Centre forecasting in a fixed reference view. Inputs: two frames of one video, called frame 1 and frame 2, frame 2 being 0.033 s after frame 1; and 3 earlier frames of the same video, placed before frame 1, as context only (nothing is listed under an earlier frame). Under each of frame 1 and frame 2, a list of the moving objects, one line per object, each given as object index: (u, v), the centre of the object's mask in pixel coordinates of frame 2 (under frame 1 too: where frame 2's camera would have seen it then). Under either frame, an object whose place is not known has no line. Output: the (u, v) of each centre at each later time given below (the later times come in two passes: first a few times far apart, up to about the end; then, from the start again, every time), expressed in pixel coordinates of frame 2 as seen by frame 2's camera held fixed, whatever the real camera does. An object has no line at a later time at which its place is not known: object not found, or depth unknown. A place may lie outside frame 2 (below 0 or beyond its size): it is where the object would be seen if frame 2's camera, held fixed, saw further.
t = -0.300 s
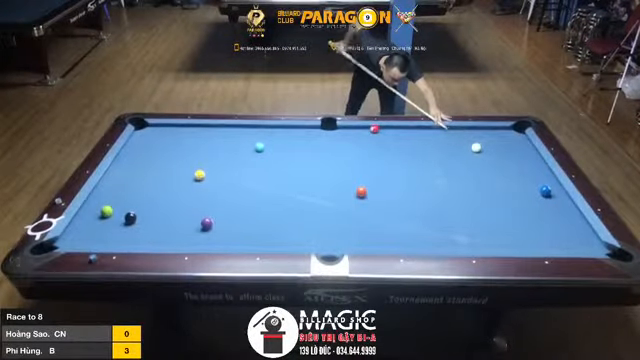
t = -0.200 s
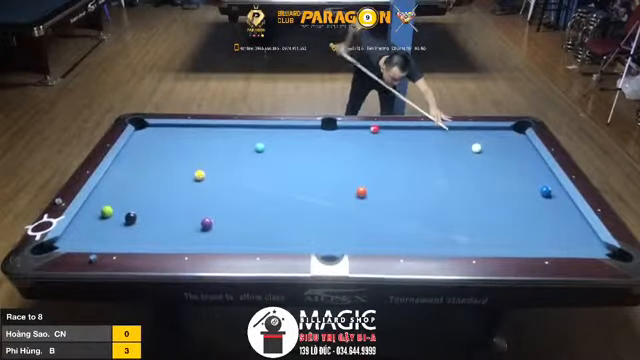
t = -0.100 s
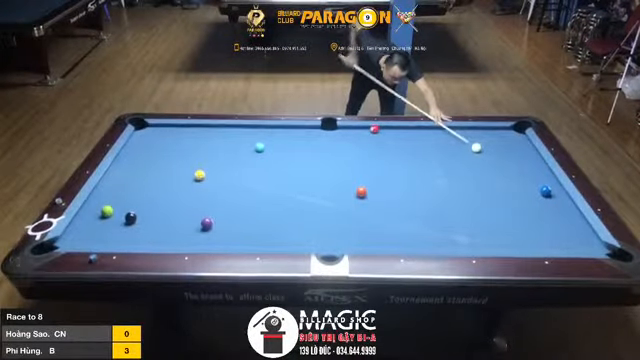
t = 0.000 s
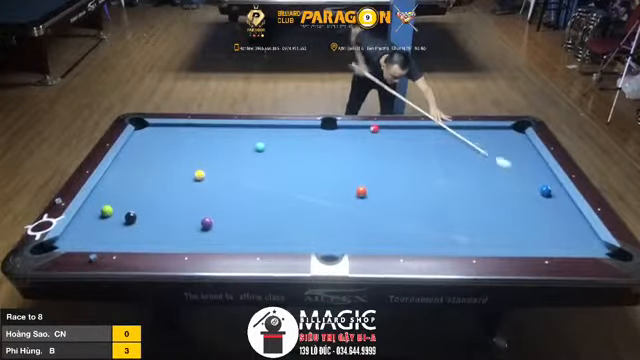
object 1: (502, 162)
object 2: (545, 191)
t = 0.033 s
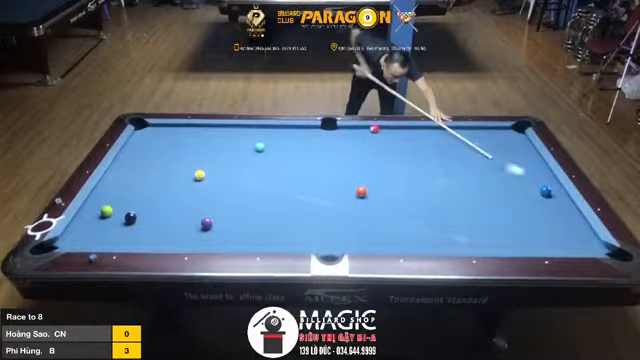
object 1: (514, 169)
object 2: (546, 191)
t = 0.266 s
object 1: (546, 182)
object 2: (586, 239)
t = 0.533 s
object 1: (520, 176)
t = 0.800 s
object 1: (496, 170)
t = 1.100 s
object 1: (471, 164)
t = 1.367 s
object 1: (452, 159)
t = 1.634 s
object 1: (433, 154)
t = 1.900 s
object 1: (415, 150)
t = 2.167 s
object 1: (400, 147)
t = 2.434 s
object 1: (385, 143)
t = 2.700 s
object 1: (372, 140)
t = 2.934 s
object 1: (360, 136)
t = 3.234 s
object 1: (349, 134)
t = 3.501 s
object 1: (339, 132)
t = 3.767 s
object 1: (329, 130)
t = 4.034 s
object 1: (321, 128)
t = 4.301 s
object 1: (316, 128)
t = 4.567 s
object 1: (313, 130)
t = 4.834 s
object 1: (310, 131)
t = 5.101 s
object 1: (308, 131)
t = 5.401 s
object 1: (306, 132)
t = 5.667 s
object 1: (305, 132)
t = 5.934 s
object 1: (305, 133)
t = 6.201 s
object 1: (305, 132)
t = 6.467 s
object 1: (305, 133)
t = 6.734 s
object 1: (305, 133)
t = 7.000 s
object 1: (305, 133)
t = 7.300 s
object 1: (305, 133)
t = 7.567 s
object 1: (305, 133)
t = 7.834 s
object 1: (305, 133)
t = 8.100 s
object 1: (305, 133)
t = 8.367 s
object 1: (305, 133)
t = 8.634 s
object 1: (305, 133)
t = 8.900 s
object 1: (305, 133)
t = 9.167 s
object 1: (305, 133)
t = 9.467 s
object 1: (305, 133)
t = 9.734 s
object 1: (305, 133)
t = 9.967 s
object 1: (305, 133)
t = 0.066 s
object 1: (527, 177)
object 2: (546, 191)
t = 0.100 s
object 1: (540, 184)
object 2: (546, 192)
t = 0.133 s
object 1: (548, 185)
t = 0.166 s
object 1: (553, 185)
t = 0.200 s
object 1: (554, 184)
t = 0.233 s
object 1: (551, 183)
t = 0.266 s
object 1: (546, 182)
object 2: (586, 239)
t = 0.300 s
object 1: (543, 182)
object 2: (594, 248)
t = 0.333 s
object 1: (539, 181)
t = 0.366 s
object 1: (536, 180)
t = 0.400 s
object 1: (533, 179)
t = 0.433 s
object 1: (530, 179)
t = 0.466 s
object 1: (526, 178)
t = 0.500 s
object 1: (523, 177)
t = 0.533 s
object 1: (520, 176)
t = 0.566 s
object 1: (517, 175)
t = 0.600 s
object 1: (514, 175)
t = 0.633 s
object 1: (511, 174)
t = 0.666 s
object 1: (509, 173)
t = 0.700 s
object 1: (505, 172)
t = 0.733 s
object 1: (502, 171)
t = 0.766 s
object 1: (499, 171)
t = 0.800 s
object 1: (496, 170)
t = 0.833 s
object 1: (493, 170)
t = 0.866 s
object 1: (491, 169)
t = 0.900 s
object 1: (488, 168)
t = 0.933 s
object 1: (485, 167)
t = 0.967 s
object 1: (482, 167)
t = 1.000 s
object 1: (479, 166)
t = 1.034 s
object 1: (477, 165)
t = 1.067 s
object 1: (474, 165)
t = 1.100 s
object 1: (471, 164)
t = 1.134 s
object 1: (469, 164)
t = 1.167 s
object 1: (467, 163)
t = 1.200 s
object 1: (464, 162)
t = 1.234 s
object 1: (461, 161)
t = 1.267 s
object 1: (459, 161)
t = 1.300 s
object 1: (456, 160)
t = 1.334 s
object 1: (454, 160)
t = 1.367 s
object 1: (452, 159)
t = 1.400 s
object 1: (449, 159)
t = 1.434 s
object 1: (447, 158)
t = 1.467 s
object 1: (444, 157)
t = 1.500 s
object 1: (442, 157)
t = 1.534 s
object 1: (439, 156)
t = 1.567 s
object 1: (437, 156)
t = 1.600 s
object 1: (435, 155)
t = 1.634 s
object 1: (433, 154)
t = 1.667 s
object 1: (431, 153)
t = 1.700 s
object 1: (428, 153)
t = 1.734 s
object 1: (426, 153)
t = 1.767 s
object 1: (424, 152)
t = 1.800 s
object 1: (422, 152)
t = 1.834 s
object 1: (420, 151)
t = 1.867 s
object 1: (417, 150)
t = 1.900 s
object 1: (415, 150)
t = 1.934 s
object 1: (414, 150)
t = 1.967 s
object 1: (411, 149)
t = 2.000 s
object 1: (409, 149)
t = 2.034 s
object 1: (407, 148)
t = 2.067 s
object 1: (405, 148)
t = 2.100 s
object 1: (404, 148)
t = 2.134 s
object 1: (402, 147)
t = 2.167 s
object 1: (400, 147)
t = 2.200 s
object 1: (398, 146)
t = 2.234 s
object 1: (396, 146)
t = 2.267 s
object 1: (394, 145)
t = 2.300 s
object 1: (392, 145)
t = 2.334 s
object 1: (390, 144)
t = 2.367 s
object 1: (388, 144)
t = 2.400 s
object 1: (387, 144)
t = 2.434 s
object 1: (385, 143)
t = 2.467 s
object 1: (384, 143)
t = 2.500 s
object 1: (382, 142)
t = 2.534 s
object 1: (381, 142)
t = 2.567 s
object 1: (379, 142)
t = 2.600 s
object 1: (377, 141)
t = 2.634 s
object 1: (375, 140)
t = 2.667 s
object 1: (374, 140)
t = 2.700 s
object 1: (372, 140)
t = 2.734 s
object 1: (372, 139)
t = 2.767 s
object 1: (369, 139)
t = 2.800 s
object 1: (369, 139)
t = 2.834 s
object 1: (366, 138)
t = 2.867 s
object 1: (363, 138)
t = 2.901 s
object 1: (361, 137)
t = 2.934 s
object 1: (360, 136)
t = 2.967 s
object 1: (359, 137)
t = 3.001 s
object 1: (357, 136)
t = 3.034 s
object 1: (356, 136)
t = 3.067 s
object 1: (354, 136)
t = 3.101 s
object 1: (353, 135)
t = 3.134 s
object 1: (352, 135)
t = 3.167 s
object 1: (350, 135)
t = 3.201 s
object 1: (349, 134)
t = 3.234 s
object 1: (349, 134)
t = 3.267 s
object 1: (348, 134)
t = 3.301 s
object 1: (346, 134)
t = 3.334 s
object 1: (343, 133)
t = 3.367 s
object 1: (343, 133)
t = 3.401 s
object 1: (341, 132)
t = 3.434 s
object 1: (340, 132)
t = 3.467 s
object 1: (339, 132)
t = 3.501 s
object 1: (339, 132)
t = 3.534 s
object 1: (336, 132)
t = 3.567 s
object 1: (335, 131)
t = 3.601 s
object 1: (334, 131)
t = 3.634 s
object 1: (333, 131)
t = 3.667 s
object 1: (333, 131)
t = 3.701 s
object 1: (331, 130)
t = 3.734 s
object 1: (330, 130)
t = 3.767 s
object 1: (329, 130)
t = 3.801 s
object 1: (328, 130)
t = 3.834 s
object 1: (327, 129)
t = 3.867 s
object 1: (326, 129)
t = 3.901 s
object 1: (325, 129)
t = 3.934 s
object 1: (324, 129)
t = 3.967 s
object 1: (322, 128)
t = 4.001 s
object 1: (322, 128)
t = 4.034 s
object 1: (321, 128)
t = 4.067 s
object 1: (320, 128)
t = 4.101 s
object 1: (320, 128)
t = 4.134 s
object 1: (319, 128)
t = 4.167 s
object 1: (318, 128)
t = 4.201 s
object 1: (318, 128)
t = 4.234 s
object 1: (318, 128)
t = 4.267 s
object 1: (318, 128)
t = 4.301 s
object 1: (316, 128)
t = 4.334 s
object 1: (316, 128)
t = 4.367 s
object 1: (315, 129)
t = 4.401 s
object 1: (315, 130)
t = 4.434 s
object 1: (314, 130)
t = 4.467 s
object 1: (314, 130)
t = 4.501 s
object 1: (313, 130)
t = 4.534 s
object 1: (313, 130)
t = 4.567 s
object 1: (313, 130)
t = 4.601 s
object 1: (312, 130)
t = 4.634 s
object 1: (312, 130)
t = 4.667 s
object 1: (312, 130)
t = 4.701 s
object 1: (311, 131)
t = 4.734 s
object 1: (311, 131)
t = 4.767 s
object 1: (311, 131)
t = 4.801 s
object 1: (310, 131)
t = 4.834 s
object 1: (310, 131)
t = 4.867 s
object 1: (309, 131)
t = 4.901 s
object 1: (309, 131)
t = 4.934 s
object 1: (309, 131)
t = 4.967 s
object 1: (309, 131)
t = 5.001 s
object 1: (308, 131)
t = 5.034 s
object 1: (308, 131)
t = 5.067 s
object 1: (308, 131)
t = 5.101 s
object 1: (308, 131)
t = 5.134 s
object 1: (308, 131)
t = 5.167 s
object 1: (308, 131)
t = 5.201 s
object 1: (308, 131)
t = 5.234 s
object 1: (306, 132)
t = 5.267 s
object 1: (306, 132)
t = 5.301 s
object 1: (306, 132)
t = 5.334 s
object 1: (306, 132)
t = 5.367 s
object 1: (306, 132)
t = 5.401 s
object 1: (306, 132)
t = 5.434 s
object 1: (305, 132)
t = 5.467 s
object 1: (305, 132)
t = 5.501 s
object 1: (305, 132)
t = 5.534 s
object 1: (305, 132)
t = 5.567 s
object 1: (305, 132)
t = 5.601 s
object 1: (305, 132)
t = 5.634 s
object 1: (305, 132)
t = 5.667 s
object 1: (305, 132)
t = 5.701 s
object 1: (305, 132)
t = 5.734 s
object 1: (305, 132)
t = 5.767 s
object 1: (305, 133)
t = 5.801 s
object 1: (305, 133)
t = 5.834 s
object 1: (305, 132)
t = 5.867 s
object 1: (305, 133)
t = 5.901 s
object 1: (305, 133)
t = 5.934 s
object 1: (305, 133)
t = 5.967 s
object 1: (305, 133)
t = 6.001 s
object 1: (305, 133)
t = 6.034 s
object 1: (305, 133)
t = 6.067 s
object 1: (305, 133)
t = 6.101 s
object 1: (305, 133)
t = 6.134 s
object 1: (305, 133)
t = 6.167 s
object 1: (305, 133)
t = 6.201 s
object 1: (305, 132)
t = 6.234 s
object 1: (305, 133)
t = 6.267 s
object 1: (305, 133)
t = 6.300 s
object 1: (305, 133)
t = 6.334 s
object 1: (305, 133)
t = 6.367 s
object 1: (305, 133)
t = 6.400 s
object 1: (305, 133)
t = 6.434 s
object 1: (305, 133)
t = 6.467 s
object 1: (305, 133)
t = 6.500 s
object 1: (305, 133)
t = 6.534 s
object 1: (305, 133)
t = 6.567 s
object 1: (305, 133)
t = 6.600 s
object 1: (305, 132)
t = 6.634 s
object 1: (305, 132)
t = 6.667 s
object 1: (305, 133)
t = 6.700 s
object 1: (305, 133)
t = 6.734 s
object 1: (305, 133)
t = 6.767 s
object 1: (305, 133)
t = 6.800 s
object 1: (305, 133)
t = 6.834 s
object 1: (305, 133)
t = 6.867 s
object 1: (305, 132)
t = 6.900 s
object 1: (305, 133)
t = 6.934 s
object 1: (305, 133)
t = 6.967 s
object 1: (305, 133)
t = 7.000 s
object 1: (305, 133)
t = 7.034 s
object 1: (305, 133)
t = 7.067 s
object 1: (305, 133)
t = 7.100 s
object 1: (305, 133)
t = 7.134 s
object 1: (305, 133)
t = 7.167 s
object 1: (305, 133)
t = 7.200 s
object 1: (305, 133)
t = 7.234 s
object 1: (305, 133)
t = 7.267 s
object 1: (305, 133)
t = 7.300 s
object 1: (305, 133)
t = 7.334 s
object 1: (305, 133)
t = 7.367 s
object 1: (305, 133)
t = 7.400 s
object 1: (305, 133)
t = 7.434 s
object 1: (305, 133)
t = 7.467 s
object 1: (305, 133)
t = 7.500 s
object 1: (305, 133)
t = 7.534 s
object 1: (305, 133)
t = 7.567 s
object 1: (305, 133)
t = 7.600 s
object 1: (305, 133)
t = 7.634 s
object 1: (305, 133)
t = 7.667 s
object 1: (305, 133)
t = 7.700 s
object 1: (305, 133)
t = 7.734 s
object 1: (305, 133)
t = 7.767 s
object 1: (305, 133)
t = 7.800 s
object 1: (305, 133)
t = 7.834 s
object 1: (305, 133)
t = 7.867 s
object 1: (305, 133)
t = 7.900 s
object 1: (305, 133)
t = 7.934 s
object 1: (305, 133)
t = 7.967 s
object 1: (305, 133)
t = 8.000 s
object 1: (305, 133)
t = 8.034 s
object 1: (305, 133)
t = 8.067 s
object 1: (305, 133)
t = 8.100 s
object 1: (305, 133)
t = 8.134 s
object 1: (305, 133)
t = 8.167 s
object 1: (305, 133)
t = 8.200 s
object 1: (305, 133)
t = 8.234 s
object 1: (304, 133)
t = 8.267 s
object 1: (305, 133)
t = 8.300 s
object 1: (305, 133)
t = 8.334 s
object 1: (305, 133)
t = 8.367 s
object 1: (305, 133)
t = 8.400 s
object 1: (305, 133)
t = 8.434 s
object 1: (305, 133)
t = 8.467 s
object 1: (305, 133)
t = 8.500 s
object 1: (305, 133)
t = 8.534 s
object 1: (305, 133)
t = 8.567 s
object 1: (305, 133)
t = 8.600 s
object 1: (305, 133)
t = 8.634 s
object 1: (305, 133)
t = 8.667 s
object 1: (305, 133)
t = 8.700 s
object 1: (305, 133)
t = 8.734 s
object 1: (305, 133)
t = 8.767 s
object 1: (305, 133)
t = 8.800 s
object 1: (305, 133)
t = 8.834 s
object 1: (305, 133)
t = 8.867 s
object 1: (305, 133)
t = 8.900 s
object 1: (305, 133)
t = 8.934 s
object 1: (305, 133)
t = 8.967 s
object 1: (305, 133)
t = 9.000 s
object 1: (305, 133)
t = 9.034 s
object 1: (305, 133)
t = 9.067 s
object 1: (305, 133)
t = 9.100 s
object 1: (305, 133)
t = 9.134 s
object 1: (305, 133)
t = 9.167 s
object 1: (305, 133)
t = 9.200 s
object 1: (305, 133)
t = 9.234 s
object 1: (305, 133)
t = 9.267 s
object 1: (305, 133)
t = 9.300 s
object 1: (305, 133)
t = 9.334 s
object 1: (305, 133)
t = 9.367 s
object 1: (305, 133)
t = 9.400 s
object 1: (305, 133)
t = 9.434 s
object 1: (305, 133)
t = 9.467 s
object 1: (305, 133)
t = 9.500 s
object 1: (305, 133)
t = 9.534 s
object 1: (305, 133)
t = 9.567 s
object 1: (305, 133)
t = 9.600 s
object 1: (305, 133)
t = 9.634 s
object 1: (305, 133)
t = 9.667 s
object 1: (305, 133)
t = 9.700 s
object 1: (305, 133)
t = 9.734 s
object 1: (305, 133)
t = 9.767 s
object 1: (305, 133)
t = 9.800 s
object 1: (305, 133)
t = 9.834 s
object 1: (305, 133)
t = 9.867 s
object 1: (305, 133)
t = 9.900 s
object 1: (305, 133)
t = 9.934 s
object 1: (305, 133)
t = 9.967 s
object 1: (305, 133)
